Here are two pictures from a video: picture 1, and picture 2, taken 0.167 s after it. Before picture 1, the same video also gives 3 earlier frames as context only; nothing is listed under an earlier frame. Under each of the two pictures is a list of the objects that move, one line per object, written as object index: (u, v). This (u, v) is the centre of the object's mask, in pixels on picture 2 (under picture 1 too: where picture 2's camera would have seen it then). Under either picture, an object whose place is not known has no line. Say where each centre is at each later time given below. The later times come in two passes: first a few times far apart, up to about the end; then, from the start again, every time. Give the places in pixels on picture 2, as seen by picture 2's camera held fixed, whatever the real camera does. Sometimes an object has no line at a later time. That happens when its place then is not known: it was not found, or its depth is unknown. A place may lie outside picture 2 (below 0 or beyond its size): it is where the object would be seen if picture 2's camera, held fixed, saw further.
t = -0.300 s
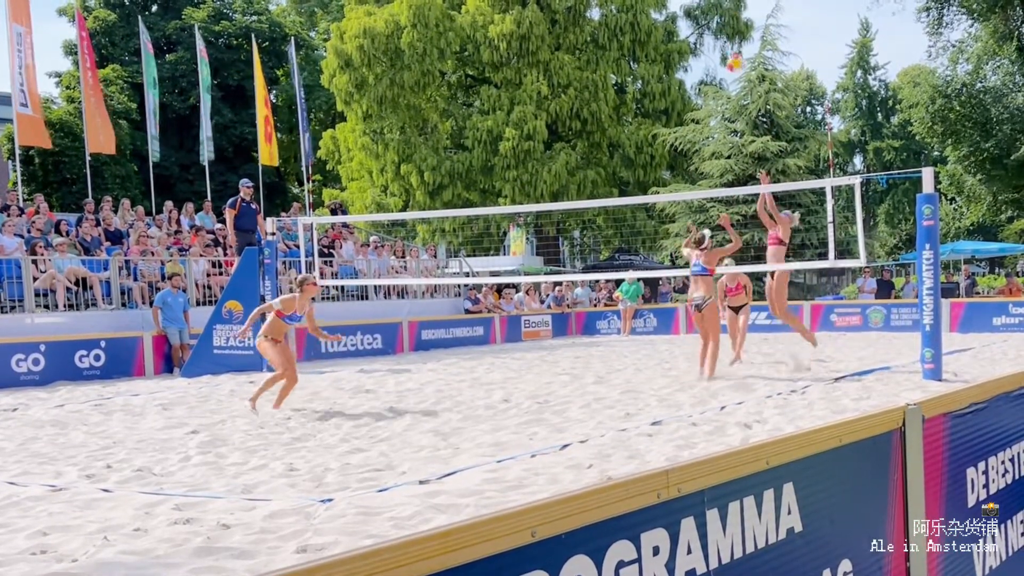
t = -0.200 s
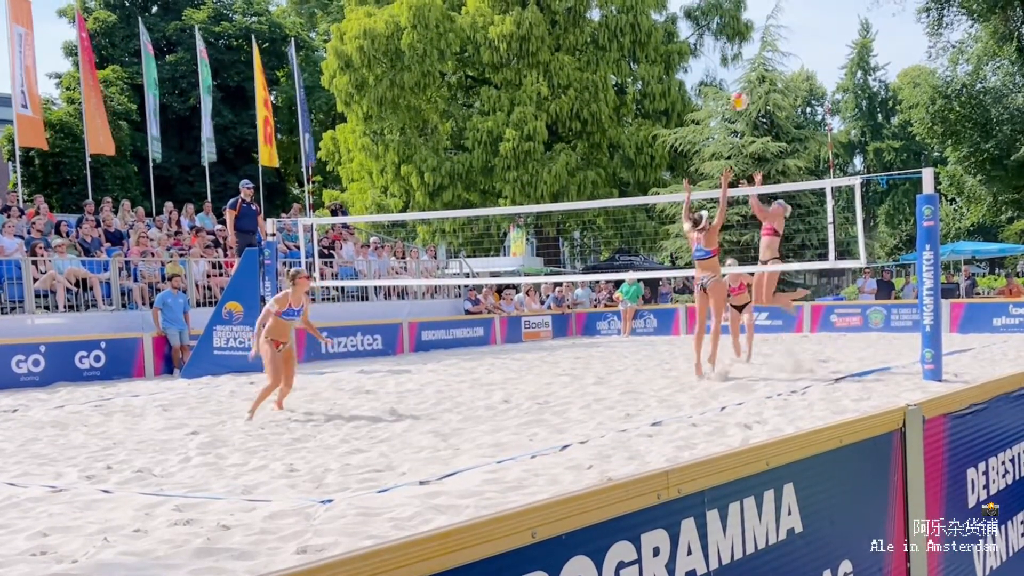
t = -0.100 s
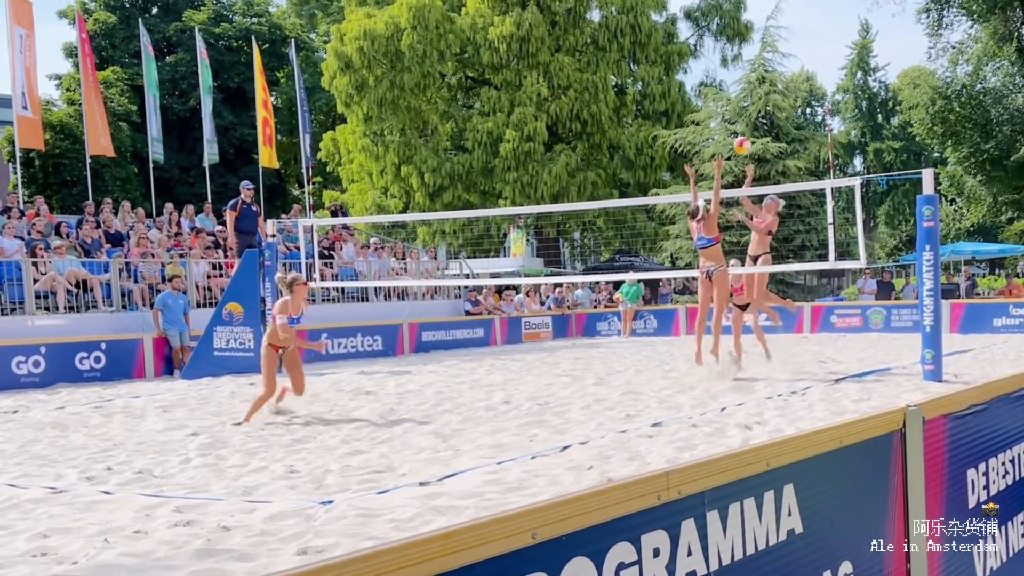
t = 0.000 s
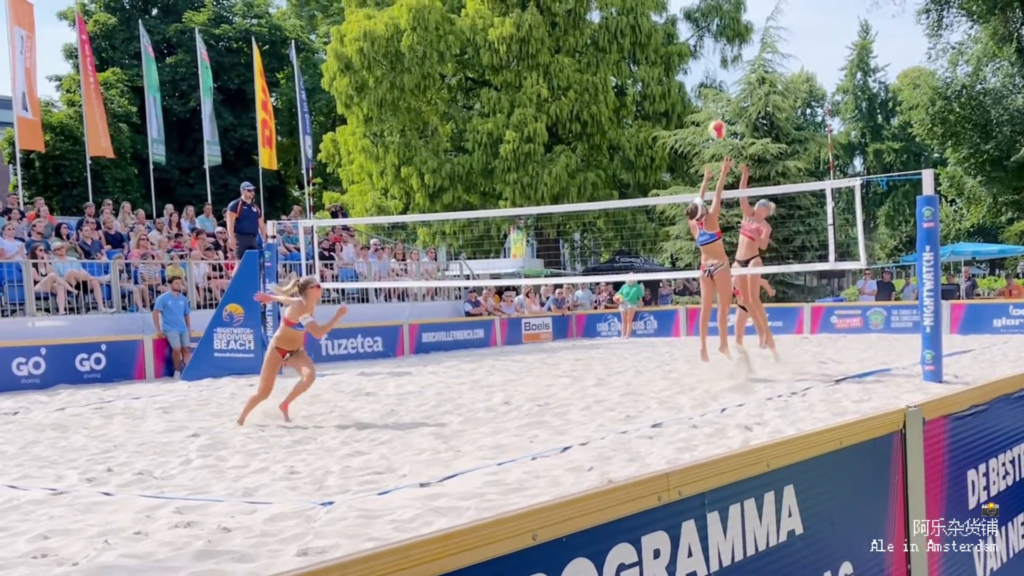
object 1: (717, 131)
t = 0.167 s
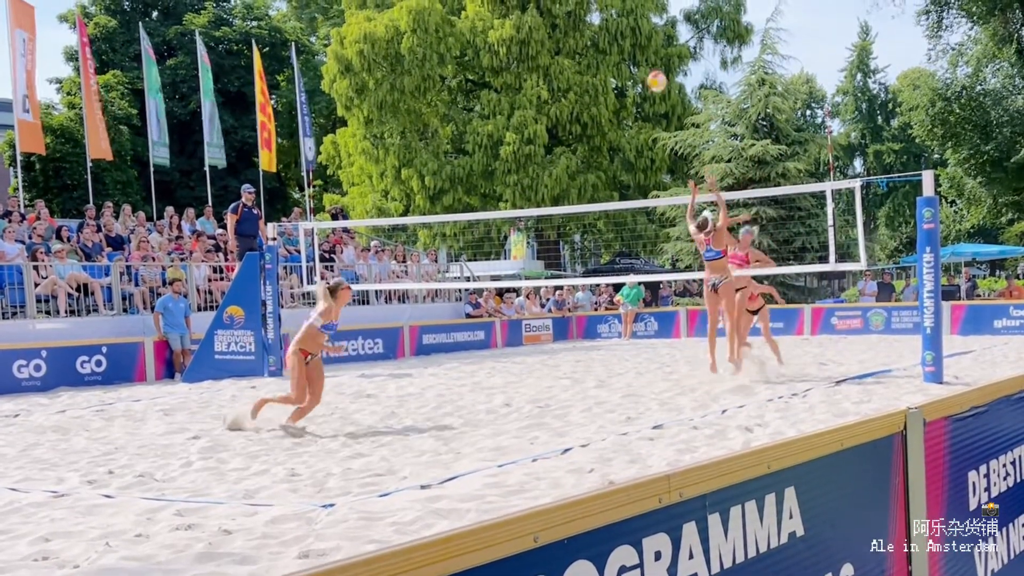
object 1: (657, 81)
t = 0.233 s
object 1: (631, 67)
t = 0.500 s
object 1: (520, 51)
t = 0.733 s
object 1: (413, 101)
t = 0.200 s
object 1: (644, 74)
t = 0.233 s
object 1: (631, 67)
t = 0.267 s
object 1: (618, 61)
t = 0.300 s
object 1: (605, 56)
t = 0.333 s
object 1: (591, 52)
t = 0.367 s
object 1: (577, 50)
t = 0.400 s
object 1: (563, 49)
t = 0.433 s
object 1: (549, 48)
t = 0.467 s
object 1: (535, 49)
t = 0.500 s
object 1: (520, 51)
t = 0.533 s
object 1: (505, 54)
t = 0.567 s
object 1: (490, 58)
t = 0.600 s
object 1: (475, 64)
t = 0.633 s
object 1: (459, 71)
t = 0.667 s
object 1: (444, 80)
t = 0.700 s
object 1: (428, 90)
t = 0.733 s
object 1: (413, 101)
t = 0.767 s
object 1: (397, 113)
